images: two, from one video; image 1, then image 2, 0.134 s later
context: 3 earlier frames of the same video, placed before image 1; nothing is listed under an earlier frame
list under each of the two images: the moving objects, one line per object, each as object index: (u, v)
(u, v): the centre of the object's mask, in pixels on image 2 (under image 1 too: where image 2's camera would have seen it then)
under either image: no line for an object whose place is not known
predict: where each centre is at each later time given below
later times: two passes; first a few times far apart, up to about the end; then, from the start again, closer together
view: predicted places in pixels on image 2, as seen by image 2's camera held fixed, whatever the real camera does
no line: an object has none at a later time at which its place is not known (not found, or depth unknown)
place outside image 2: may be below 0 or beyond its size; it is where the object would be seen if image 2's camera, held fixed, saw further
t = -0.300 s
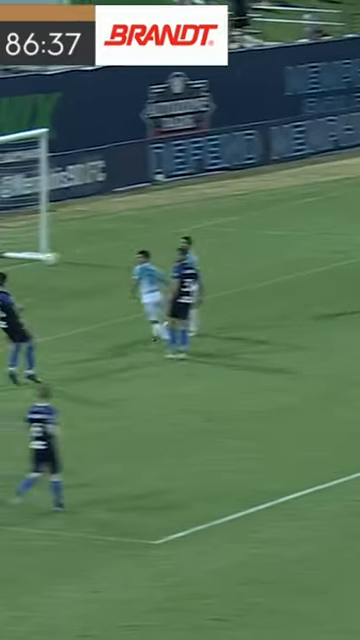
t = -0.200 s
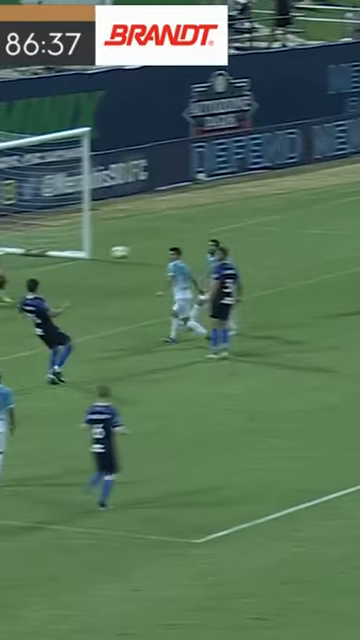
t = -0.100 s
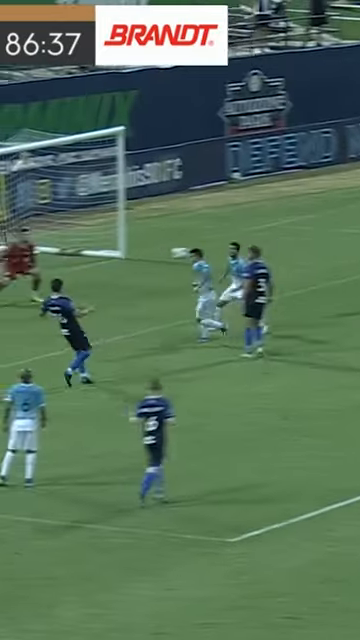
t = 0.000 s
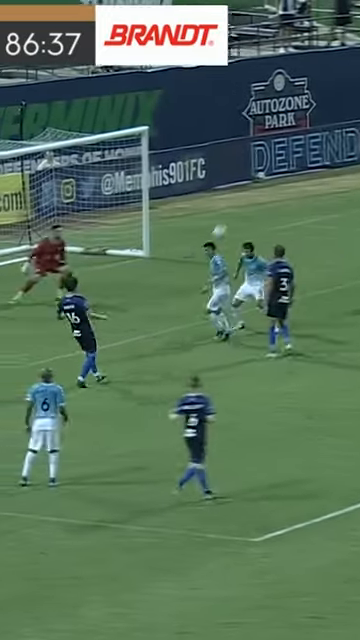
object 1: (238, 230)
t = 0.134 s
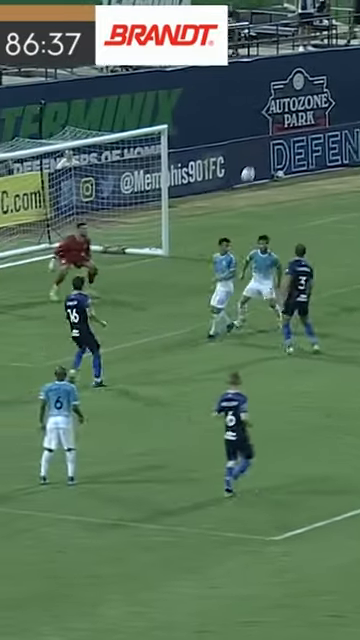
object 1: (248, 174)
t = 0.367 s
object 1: (263, 104)
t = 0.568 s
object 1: (276, 72)
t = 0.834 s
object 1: (291, 65)
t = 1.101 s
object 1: (307, 100)
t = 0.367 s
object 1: (263, 104)
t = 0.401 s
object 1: (264, 97)
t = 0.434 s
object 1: (267, 90)
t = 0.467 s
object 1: (269, 85)
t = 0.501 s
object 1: (271, 80)
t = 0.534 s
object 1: (274, 75)
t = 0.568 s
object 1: (276, 72)
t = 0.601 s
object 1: (277, 69)
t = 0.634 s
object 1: (280, 67)
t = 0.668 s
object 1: (282, 65)
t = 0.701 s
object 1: (284, 64)
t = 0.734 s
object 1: (286, 64)
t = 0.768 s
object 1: (288, 64)
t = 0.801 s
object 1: (290, 64)
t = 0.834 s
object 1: (291, 65)
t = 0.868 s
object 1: (294, 68)
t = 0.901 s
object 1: (295, 69)
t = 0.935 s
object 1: (297, 73)
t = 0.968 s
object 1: (300, 75)
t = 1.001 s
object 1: (301, 83)
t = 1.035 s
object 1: (303, 87)
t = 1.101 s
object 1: (307, 100)
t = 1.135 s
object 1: (308, 107)
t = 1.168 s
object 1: (311, 114)
